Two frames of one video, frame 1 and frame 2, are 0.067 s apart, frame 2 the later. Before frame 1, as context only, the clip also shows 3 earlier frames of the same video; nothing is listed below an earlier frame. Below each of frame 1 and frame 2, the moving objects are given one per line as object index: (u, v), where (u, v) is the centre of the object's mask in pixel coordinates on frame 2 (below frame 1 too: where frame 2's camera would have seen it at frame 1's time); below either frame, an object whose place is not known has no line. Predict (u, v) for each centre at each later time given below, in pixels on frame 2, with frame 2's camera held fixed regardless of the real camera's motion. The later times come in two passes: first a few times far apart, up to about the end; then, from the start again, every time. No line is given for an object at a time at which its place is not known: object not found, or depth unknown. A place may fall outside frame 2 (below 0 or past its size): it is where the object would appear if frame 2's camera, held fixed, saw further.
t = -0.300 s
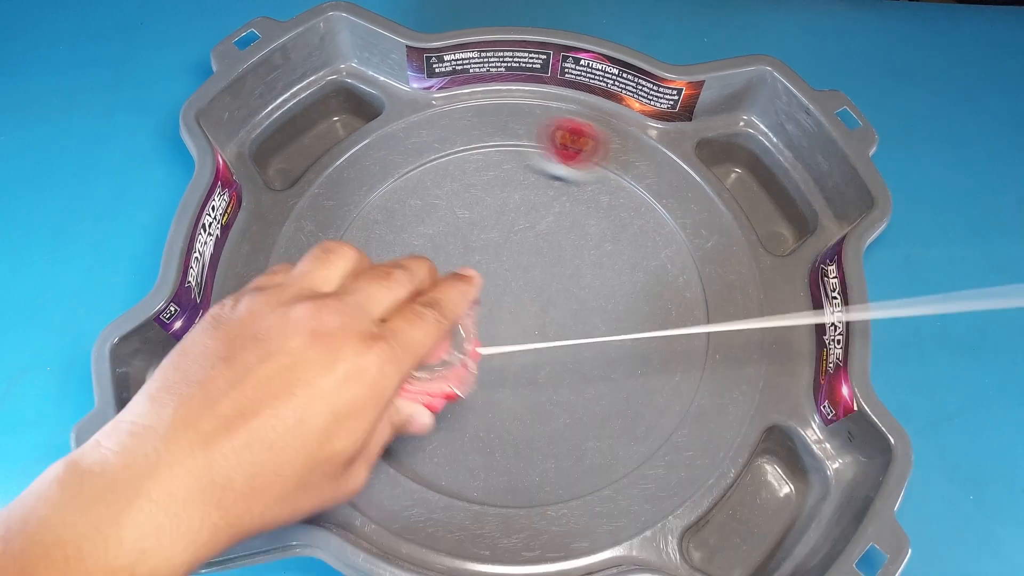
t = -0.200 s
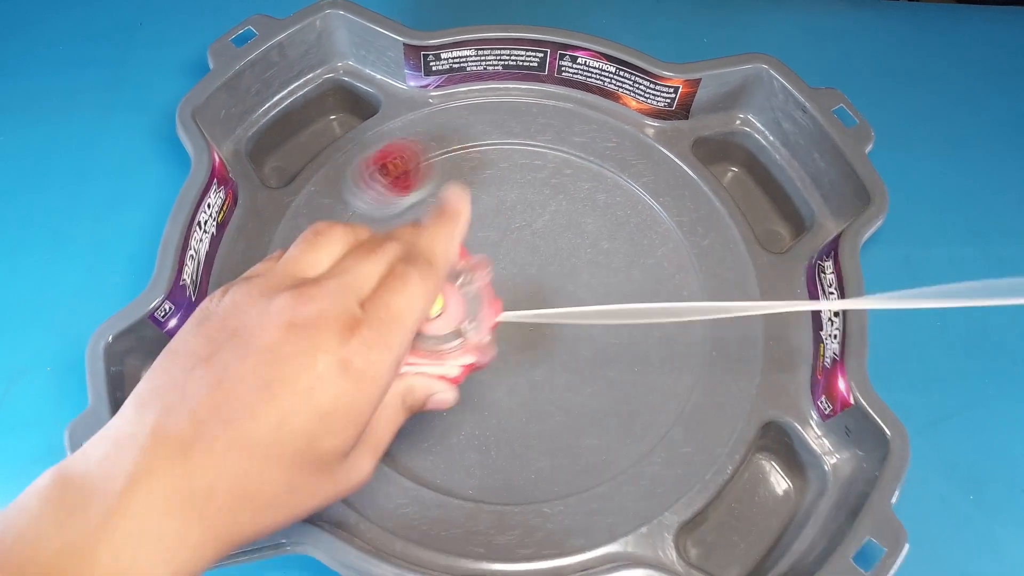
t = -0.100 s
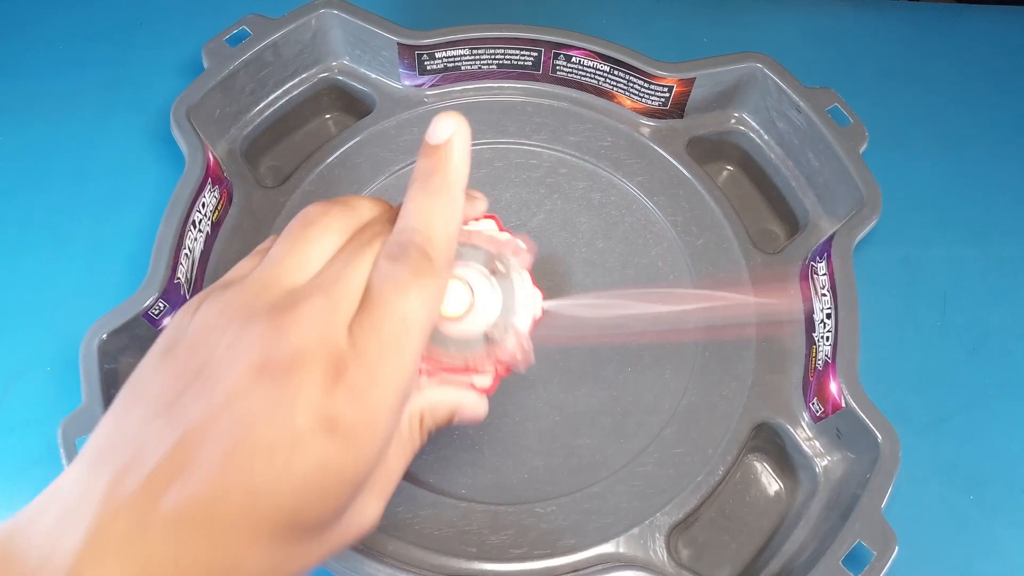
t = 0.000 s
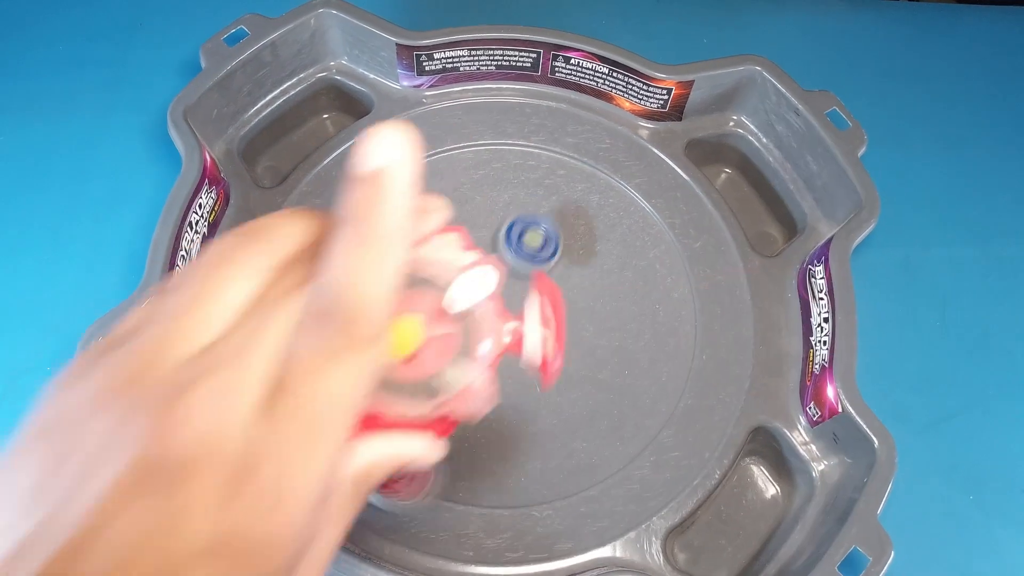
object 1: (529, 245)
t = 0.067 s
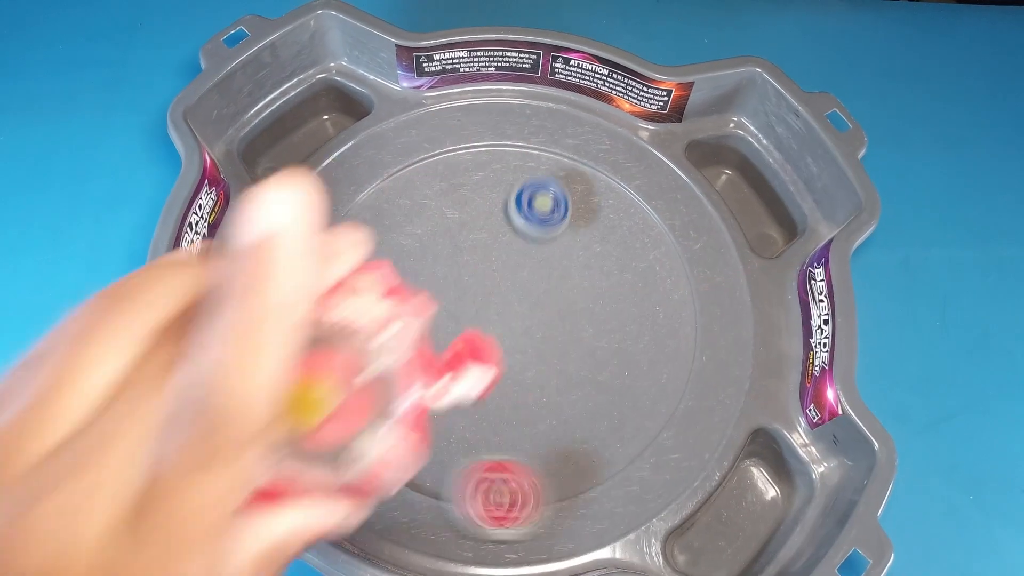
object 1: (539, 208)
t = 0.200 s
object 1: (494, 146)
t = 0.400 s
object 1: (396, 196)
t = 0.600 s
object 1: (321, 349)
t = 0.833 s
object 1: (590, 384)
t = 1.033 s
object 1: (644, 194)
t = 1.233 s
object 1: (446, 154)
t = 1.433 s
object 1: (395, 312)
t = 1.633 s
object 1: (614, 396)
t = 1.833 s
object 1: (676, 239)
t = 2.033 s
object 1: (515, 150)
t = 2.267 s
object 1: (429, 344)
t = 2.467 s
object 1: (626, 453)
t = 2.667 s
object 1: (675, 275)
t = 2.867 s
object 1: (558, 183)
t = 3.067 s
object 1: (417, 335)
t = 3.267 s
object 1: (544, 490)
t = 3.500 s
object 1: (689, 319)
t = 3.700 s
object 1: (555, 225)
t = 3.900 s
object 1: (377, 339)
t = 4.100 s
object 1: (496, 482)
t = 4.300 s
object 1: (703, 348)
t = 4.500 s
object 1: (669, 244)
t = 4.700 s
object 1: (492, 418)
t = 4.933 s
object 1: (419, 455)
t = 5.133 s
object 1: (490, 490)
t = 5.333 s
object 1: (536, 444)
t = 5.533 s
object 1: (469, 385)
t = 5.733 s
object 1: (379, 390)
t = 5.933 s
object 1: (531, 485)
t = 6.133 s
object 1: (661, 332)
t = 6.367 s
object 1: (552, 151)
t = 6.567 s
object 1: (484, 173)
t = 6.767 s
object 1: (390, 274)
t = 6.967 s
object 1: (472, 355)
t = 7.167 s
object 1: (577, 296)
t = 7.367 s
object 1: (547, 199)
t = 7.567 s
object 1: (441, 226)
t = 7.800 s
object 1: (480, 362)
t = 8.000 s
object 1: (615, 357)
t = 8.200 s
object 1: (631, 252)
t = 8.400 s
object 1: (518, 229)
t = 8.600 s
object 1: (446, 332)
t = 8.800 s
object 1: (521, 436)
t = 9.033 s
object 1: (642, 375)
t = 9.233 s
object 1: (582, 276)
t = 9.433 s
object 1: (452, 282)
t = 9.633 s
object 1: (396, 389)
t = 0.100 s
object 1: (537, 189)
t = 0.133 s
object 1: (532, 171)
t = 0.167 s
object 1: (523, 152)
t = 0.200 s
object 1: (494, 146)
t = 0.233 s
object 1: (476, 156)
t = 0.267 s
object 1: (457, 165)
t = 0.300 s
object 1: (440, 173)
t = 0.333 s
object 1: (424, 182)
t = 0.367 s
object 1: (409, 190)
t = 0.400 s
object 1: (396, 196)
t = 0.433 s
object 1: (384, 201)
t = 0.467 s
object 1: (358, 223)
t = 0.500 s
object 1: (329, 255)
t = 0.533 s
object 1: (313, 286)
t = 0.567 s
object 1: (310, 317)
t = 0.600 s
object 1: (321, 349)
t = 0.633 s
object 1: (342, 378)
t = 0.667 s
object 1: (373, 401)
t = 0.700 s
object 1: (415, 416)
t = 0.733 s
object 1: (461, 423)
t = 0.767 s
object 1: (509, 419)
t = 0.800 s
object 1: (552, 405)
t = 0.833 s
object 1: (590, 384)
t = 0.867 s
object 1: (621, 359)
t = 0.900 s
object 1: (644, 326)
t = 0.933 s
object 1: (663, 292)
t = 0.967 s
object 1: (674, 254)
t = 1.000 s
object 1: (667, 221)
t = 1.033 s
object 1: (644, 194)
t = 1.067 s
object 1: (615, 176)
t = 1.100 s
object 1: (581, 164)
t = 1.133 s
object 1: (551, 151)
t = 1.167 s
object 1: (519, 140)
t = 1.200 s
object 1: (482, 143)
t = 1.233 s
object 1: (446, 154)
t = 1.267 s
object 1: (416, 168)
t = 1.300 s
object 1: (391, 188)
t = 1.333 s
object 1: (378, 214)
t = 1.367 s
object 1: (372, 244)
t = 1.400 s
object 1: (378, 277)
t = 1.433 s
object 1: (395, 312)
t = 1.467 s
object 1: (420, 343)
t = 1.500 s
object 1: (454, 370)
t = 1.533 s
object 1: (492, 389)
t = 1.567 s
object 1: (533, 401)
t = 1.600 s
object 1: (573, 403)
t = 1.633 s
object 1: (614, 396)
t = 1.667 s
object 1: (651, 382)
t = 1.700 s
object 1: (684, 362)
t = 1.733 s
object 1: (696, 331)
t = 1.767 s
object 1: (689, 299)
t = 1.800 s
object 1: (682, 269)
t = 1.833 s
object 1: (676, 239)
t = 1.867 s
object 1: (655, 214)
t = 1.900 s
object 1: (632, 191)
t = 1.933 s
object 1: (606, 172)
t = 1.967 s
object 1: (575, 160)
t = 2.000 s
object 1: (545, 151)
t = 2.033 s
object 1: (515, 150)
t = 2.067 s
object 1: (486, 158)
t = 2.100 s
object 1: (461, 175)
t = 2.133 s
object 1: (439, 200)
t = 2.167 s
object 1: (424, 231)
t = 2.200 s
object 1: (417, 268)
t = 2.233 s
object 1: (419, 306)
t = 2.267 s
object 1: (429, 344)
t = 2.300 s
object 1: (447, 378)
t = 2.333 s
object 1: (474, 408)
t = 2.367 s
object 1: (507, 431)
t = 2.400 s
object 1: (544, 446)
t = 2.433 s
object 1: (585, 454)
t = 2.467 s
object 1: (626, 453)
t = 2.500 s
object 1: (650, 425)
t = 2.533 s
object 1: (665, 395)
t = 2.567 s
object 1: (680, 365)
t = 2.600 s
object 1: (693, 336)
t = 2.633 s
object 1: (684, 305)
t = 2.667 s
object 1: (675, 275)
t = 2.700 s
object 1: (666, 248)
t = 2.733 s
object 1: (656, 224)
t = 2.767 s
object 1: (638, 204)
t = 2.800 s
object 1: (616, 189)
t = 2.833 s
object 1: (588, 183)
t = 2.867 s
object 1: (558, 183)
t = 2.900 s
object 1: (526, 192)
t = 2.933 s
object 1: (494, 210)
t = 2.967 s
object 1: (467, 235)
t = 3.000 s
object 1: (442, 265)
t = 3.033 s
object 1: (426, 299)
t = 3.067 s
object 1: (417, 335)
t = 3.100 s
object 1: (417, 372)
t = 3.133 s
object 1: (426, 407)
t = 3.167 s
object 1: (445, 441)
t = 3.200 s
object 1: (472, 470)
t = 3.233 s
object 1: (506, 494)
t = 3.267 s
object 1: (544, 490)
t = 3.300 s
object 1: (579, 482)
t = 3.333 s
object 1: (608, 456)
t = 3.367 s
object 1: (633, 428)
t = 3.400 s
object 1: (655, 402)
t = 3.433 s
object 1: (676, 378)
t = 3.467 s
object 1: (689, 350)
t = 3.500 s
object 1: (689, 319)
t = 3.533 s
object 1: (684, 294)
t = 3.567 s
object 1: (671, 271)
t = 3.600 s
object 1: (652, 253)
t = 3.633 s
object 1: (623, 238)
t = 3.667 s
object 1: (590, 228)
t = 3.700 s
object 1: (555, 225)
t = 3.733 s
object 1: (517, 230)
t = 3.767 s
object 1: (482, 240)
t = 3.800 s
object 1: (448, 258)
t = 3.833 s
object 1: (418, 281)
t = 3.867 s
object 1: (393, 308)
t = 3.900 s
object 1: (377, 339)
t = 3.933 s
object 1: (371, 374)
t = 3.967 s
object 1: (374, 411)
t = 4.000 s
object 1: (384, 447)
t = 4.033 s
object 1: (411, 473)
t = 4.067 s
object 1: (455, 478)
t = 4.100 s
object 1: (496, 482)
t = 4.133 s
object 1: (535, 483)
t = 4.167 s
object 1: (571, 482)
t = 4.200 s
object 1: (603, 467)
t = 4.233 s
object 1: (627, 446)
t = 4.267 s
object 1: (646, 421)
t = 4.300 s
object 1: (703, 348)
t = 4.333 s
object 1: (753, 261)
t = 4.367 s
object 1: (785, 190)
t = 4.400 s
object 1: (712, 149)
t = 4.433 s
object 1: (692, 157)
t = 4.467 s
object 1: (687, 197)
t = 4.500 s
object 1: (669, 244)
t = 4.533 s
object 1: (648, 297)
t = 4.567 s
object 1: (621, 356)
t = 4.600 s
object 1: (590, 376)
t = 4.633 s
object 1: (556, 391)
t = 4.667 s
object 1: (521, 408)
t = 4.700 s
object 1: (492, 418)
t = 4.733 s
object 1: (464, 429)
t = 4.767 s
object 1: (443, 438)
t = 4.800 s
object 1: (424, 447)
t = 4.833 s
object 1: (410, 459)
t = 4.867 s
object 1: (404, 465)
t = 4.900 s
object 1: (411, 459)
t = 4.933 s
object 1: (419, 455)
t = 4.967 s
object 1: (426, 449)
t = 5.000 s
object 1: (432, 445)
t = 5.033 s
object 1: (437, 441)
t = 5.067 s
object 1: (450, 450)
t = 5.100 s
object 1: (471, 476)
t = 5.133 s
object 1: (490, 490)
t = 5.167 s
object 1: (511, 487)
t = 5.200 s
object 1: (529, 483)
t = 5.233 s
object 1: (539, 474)
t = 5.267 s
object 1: (543, 461)
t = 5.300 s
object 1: (541, 452)
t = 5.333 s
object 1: (536, 444)
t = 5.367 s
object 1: (531, 434)
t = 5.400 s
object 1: (524, 424)
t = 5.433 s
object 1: (514, 412)
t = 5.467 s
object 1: (501, 402)
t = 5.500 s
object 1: (486, 392)
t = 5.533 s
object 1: (469, 385)
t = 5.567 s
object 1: (452, 379)
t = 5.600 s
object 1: (435, 376)
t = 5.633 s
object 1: (418, 376)
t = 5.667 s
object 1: (403, 378)
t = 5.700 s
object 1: (390, 383)
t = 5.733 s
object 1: (379, 390)
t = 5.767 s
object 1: (361, 410)
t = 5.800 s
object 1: (355, 423)
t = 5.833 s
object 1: (372, 429)
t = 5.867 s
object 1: (398, 446)
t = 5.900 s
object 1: (462, 478)
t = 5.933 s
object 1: (531, 485)
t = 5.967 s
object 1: (584, 479)
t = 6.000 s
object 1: (621, 454)
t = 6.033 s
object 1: (646, 423)
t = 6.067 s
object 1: (660, 392)
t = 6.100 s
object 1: (665, 361)
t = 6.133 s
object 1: (661, 332)
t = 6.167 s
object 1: (648, 305)
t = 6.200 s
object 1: (629, 277)
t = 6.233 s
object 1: (608, 256)
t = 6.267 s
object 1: (582, 237)
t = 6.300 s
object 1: (557, 221)
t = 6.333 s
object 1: (548, 190)
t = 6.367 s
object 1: (552, 151)
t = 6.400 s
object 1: (554, 123)
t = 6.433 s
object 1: (550, 101)
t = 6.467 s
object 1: (535, 109)
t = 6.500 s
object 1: (518, 130)
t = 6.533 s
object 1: (501, 155)
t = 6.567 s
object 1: (484, 173)
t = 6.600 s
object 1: (467, 189)
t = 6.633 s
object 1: (449, 210)
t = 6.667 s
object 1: (429, 227)
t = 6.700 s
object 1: (412, 240)
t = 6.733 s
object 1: (398, 255)
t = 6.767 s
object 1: (390, 274)
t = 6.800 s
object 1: (390, 293)
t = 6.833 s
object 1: (398, 311)
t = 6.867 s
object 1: (411, 329)
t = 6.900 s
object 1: (428, 342)
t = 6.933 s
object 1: (449, 350)
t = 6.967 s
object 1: (472, 355)
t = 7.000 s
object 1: (494, 354)
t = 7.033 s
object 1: (516, 350)
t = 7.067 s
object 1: (536, 340)
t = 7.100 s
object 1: (553, 329)
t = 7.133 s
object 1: (567, 313)
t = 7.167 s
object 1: (577, 296)
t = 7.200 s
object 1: (583, 278)
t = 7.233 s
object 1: (584, 259)
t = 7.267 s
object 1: (580, 241)
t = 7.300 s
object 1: (573, 224)
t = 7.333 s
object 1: (561, 210)
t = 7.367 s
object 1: (547, 199)
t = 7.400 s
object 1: (530, 192)
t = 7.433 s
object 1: (511, 190)
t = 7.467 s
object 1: (492, 191)
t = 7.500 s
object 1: (473, 198)
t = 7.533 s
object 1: (456, 209)
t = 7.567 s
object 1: (441, 226)
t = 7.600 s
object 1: (432, 244)
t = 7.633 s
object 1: (428, 265)
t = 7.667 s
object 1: (429, 288)
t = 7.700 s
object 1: (434, 310)
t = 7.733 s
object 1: (446, 329)
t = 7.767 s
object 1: (462, 347)
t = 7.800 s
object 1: (480, 362)
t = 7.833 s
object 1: (502, 371)
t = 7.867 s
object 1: (526, 378)
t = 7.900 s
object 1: (551, 380)
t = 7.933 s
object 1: (574, 377)
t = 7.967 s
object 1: (596, 368)
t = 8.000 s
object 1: (615, 357)
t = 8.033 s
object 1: (629, 342)
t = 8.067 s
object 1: (640, 324)
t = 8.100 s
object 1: (645, 305)
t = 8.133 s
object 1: (645, 286)
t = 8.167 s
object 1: (641, 268)
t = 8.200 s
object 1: (631, 252)
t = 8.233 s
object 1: (619, 238)
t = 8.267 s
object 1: (601, 228)
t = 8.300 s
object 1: (582, 222)
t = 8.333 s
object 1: (561, 219)
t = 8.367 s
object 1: (539, 222)
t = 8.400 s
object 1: (518, 229)
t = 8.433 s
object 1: (498, 239)
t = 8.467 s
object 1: (480, 253)
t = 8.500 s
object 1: (466, 269)
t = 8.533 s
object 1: (455, 289)
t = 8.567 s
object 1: (449, 310)
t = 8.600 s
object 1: (446, 332)
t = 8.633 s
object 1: (449, 353)
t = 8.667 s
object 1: (455, 374)
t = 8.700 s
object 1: (466, 393)
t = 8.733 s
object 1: (481, 411)
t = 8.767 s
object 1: (499, 425)
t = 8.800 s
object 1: (521, 436)
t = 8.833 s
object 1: (544, 439)
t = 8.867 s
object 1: (568, 438)
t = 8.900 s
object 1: (590, 433)
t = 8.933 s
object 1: (609, 424)
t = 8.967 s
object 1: (624, 412)
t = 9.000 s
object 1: (635, 394)
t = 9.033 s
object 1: (642, 375)
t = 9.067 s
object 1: (643, 356)
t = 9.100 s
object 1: (639, 338)
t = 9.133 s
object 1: (632, 318)
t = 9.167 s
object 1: (619, 301)
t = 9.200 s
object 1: (602, 287)
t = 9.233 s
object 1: (582, 276)
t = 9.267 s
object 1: (561, 268)
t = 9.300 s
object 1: (539, 265)
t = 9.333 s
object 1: (516, 264)
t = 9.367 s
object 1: (493, 267)
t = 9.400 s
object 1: (472, 273)
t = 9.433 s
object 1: (452, 282)
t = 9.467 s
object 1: (433, 295)
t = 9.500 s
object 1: (418, 310)
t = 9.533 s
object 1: (406, 328)
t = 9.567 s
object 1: (398, 347)
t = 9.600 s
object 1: (394, 367)
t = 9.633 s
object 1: (396, 389)
